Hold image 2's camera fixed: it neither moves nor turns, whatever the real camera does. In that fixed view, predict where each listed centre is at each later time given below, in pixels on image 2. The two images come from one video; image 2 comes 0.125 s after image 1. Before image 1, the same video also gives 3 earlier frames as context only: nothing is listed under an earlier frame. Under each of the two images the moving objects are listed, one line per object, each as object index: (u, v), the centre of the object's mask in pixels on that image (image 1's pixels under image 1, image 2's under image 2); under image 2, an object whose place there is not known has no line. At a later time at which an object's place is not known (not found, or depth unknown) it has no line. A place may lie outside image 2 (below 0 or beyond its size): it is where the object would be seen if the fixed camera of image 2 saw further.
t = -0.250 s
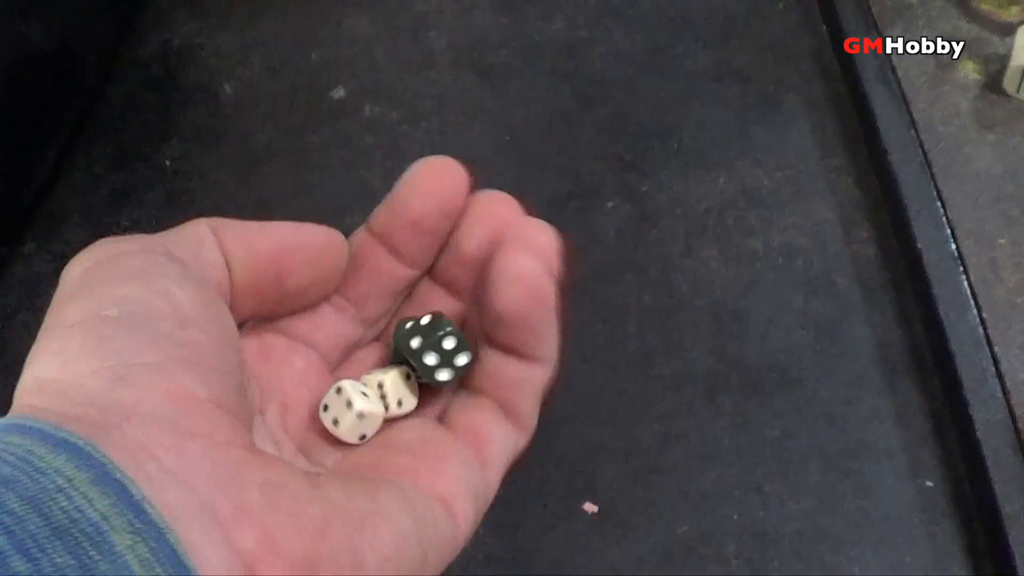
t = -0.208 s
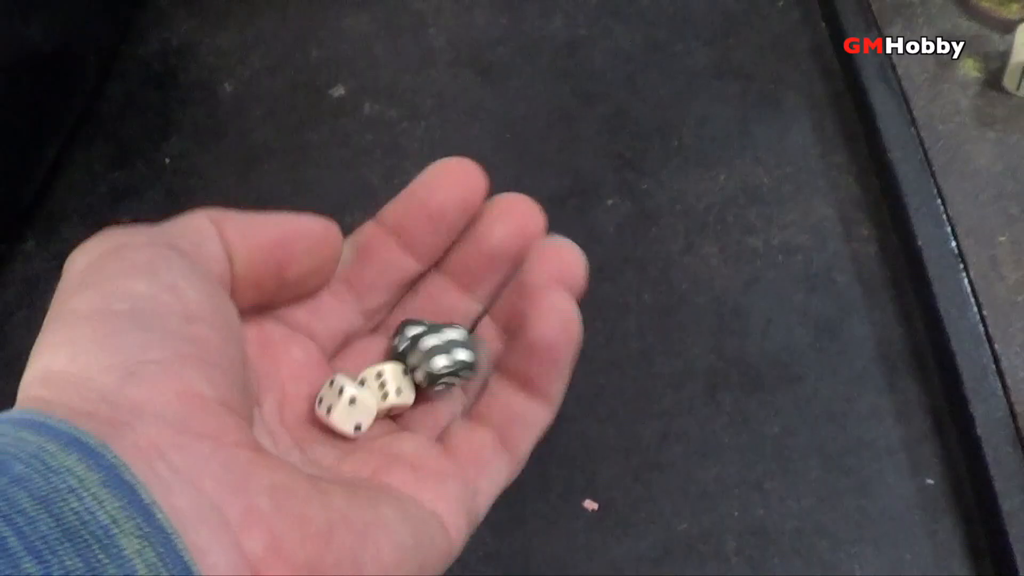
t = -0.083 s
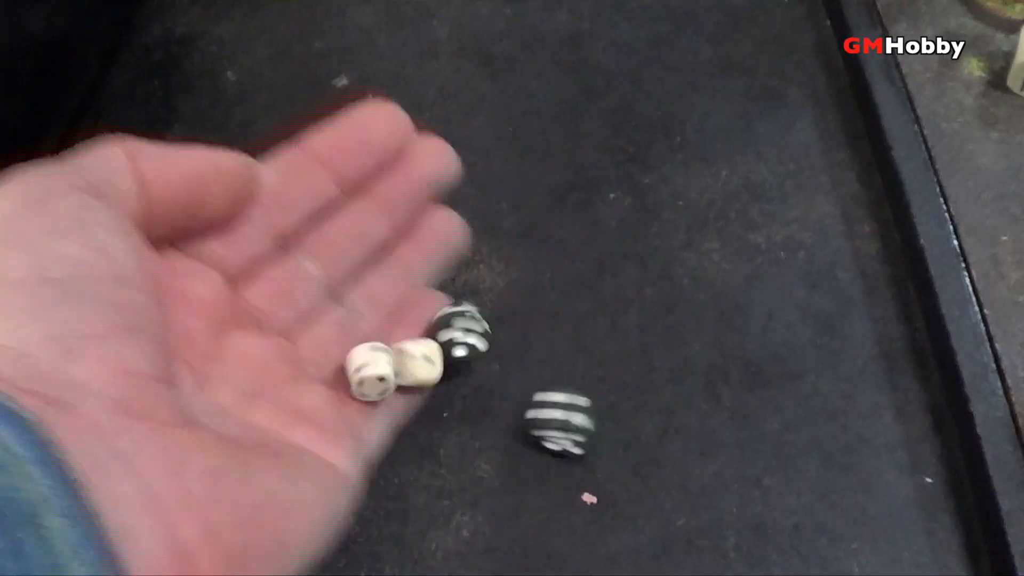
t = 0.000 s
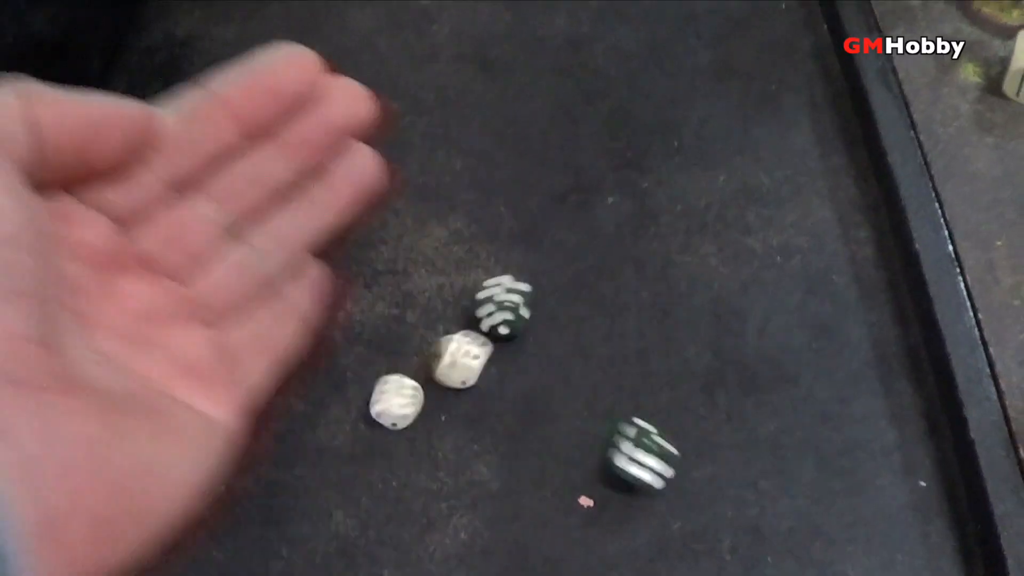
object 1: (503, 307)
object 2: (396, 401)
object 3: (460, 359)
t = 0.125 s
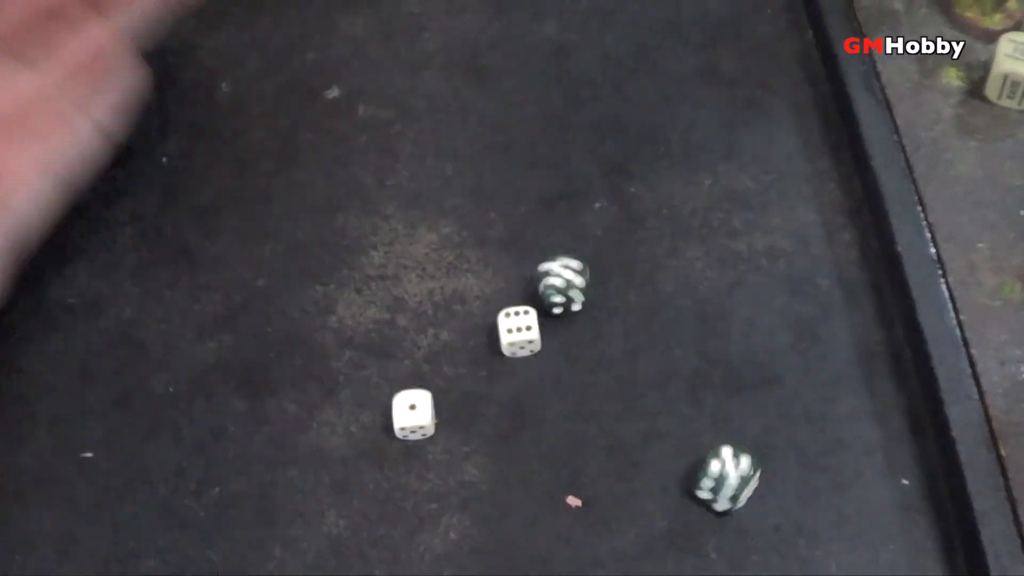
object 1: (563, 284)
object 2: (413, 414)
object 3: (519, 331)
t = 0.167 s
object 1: (587, 286)
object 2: (415, 415)
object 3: (521, 330)
